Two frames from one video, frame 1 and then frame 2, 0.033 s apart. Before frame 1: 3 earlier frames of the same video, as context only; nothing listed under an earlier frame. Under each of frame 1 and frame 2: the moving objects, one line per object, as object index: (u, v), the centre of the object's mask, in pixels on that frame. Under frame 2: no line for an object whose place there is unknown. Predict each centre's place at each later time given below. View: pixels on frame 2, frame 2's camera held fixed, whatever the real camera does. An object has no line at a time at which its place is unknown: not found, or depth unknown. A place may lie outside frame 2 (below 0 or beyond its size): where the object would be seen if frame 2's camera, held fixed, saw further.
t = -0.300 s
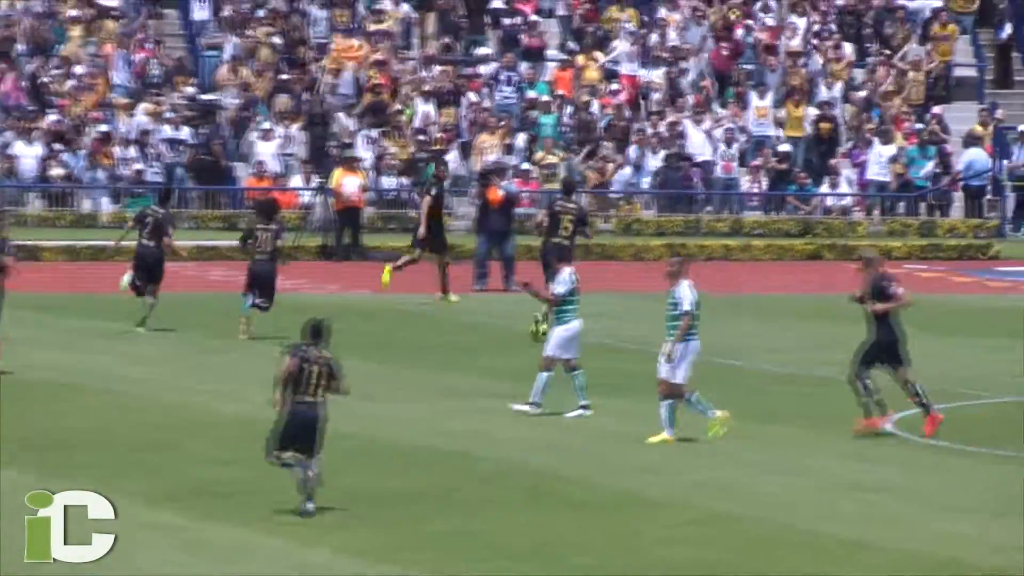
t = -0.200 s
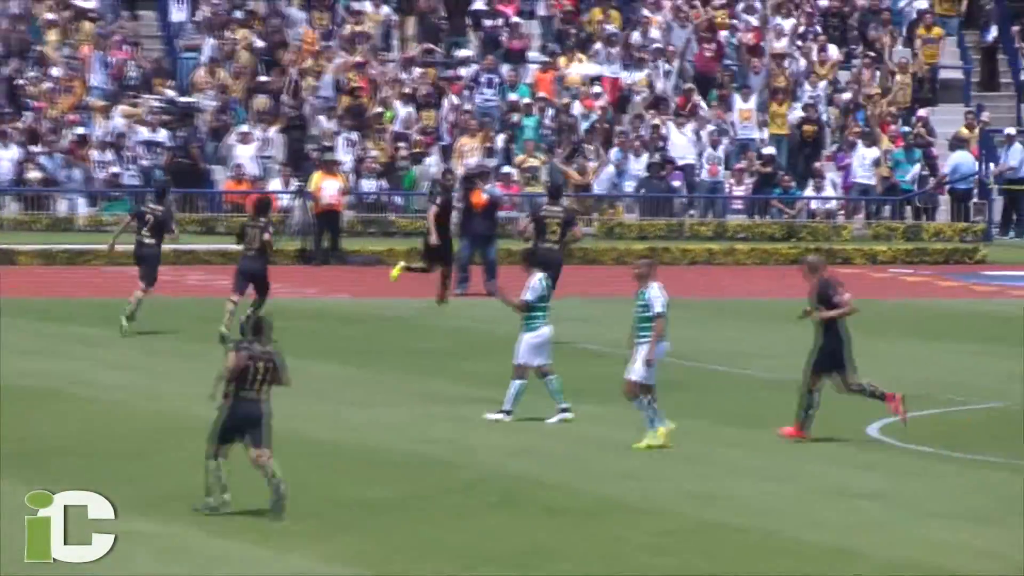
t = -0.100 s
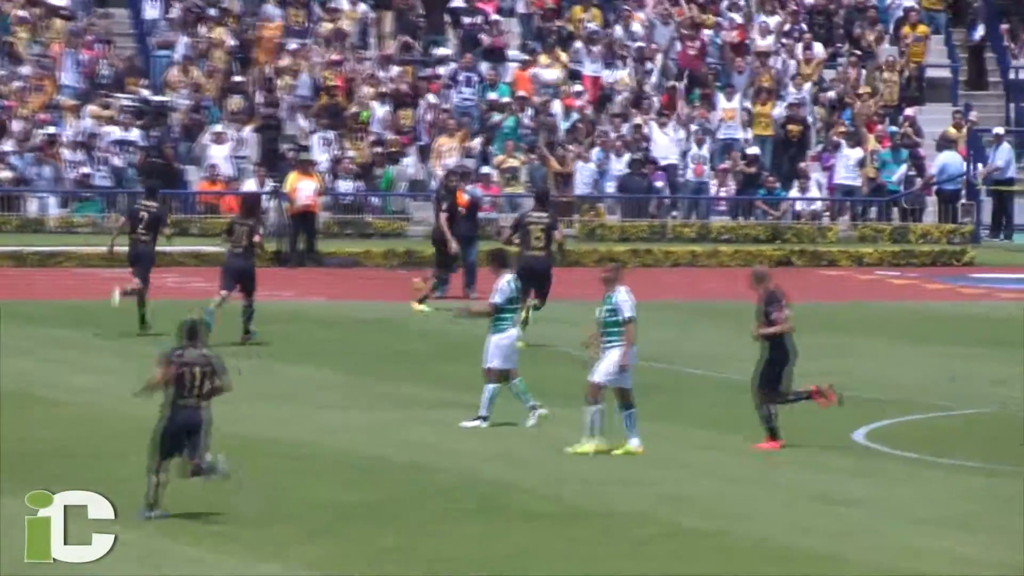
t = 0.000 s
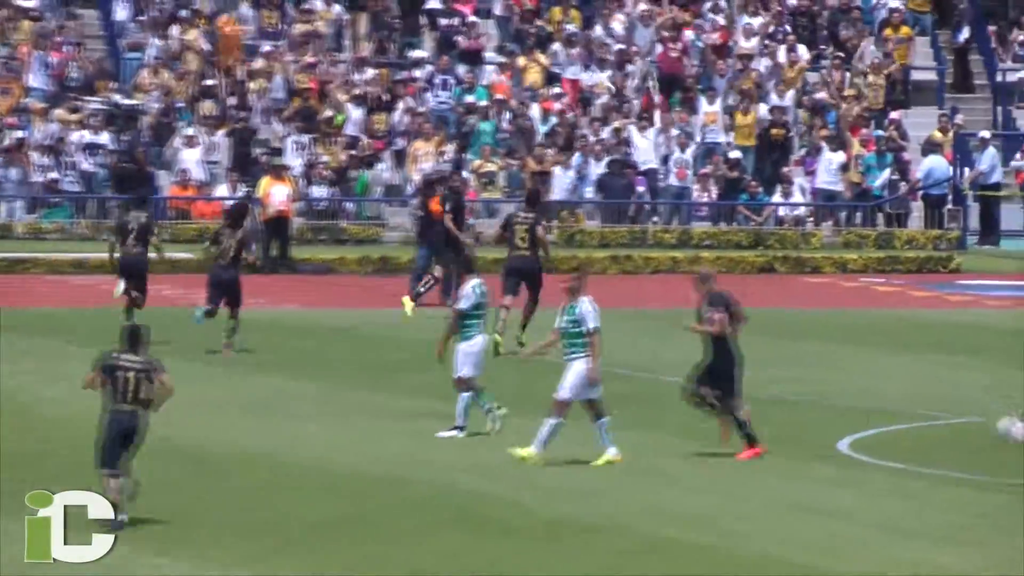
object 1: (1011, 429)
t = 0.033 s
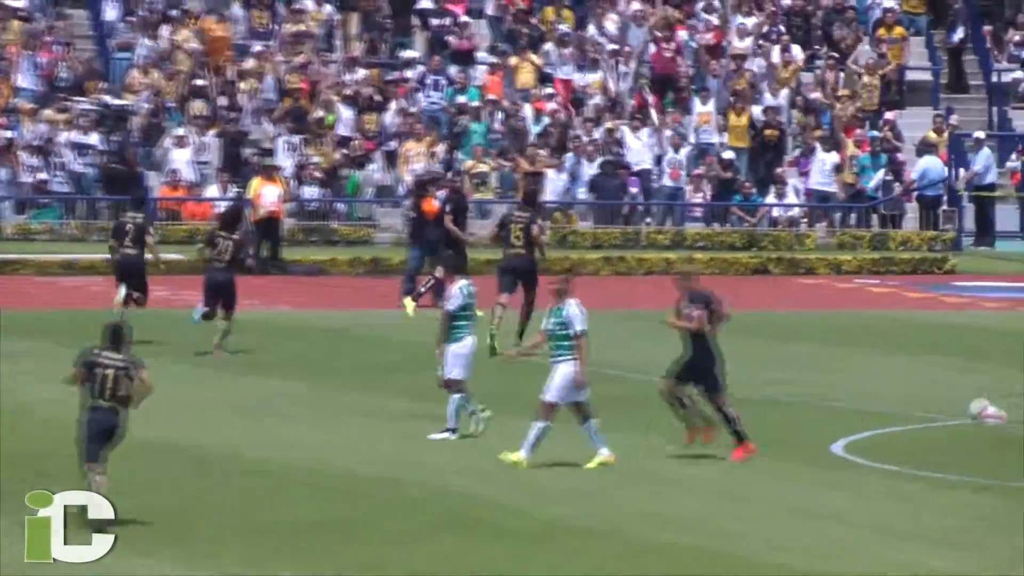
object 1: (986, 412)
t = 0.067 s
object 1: (965, 396)
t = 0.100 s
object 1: (940, 381)
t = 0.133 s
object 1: (917, 366)
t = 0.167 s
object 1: (894, 354)
